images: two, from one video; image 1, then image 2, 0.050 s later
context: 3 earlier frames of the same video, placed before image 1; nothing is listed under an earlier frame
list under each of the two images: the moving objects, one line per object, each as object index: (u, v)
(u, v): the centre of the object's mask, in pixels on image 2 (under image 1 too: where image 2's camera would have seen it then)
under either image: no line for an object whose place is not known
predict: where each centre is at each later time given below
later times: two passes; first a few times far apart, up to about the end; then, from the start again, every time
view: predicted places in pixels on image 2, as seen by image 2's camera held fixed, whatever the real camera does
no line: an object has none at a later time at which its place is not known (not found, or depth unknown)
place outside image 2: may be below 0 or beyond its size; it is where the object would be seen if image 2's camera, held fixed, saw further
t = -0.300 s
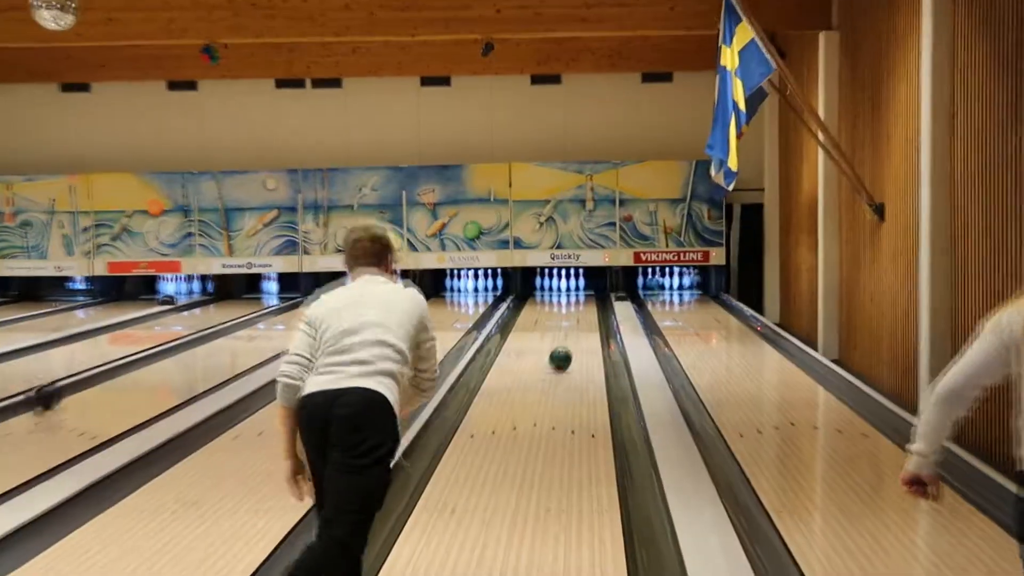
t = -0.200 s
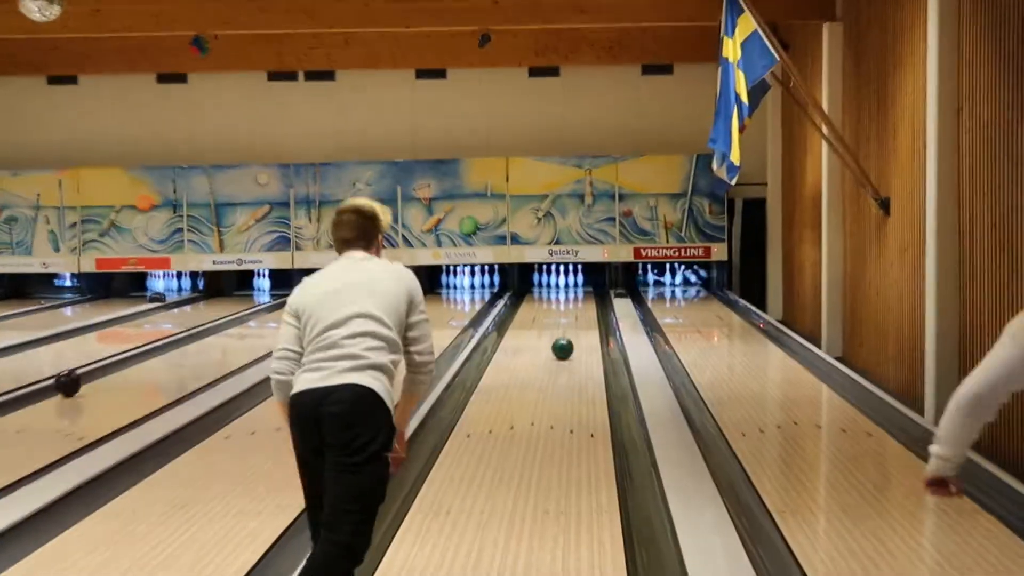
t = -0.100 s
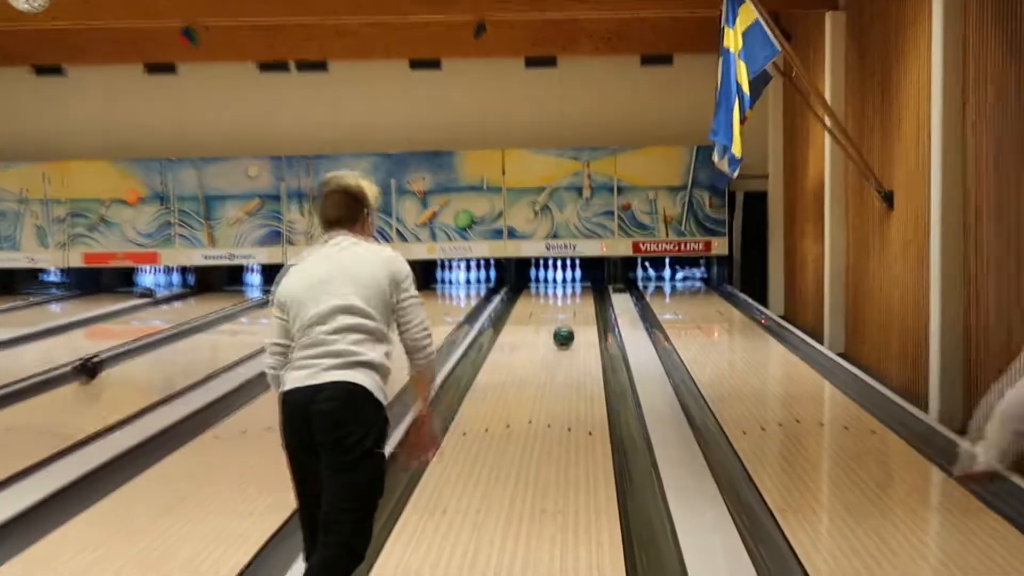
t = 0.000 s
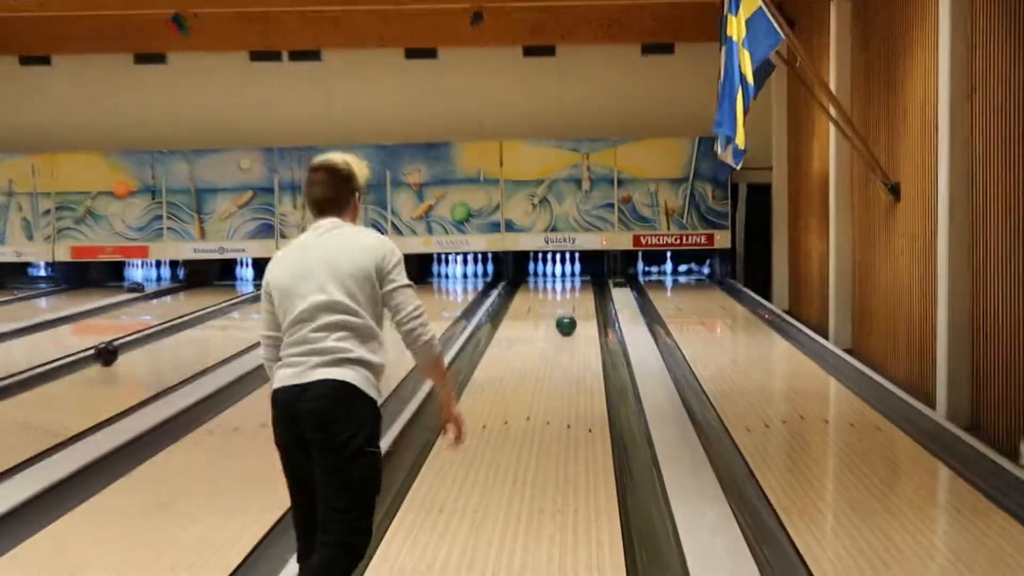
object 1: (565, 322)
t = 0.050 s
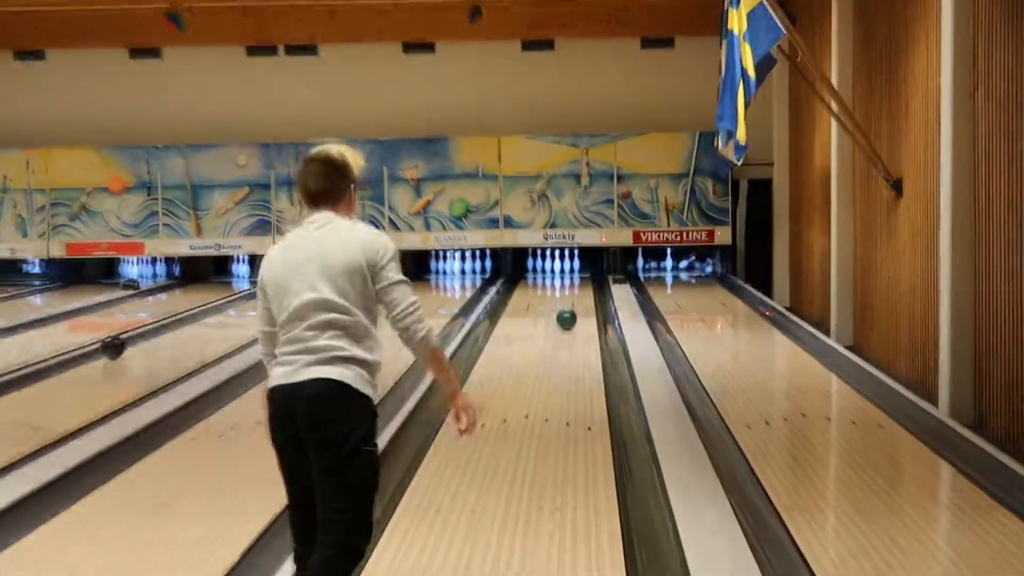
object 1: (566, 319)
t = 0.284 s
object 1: (572, 307)
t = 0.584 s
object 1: (579, 294)
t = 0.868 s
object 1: (581, 282)
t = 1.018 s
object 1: (581, 275)
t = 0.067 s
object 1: (568, 317)
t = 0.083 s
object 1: (568, 317)
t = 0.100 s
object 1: (568, 315)
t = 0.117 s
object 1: (568, 314)
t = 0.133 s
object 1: (569, 313)
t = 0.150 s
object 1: (570, 313)
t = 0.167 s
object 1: (569, 312)
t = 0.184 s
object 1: (571, 311)
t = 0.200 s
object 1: (570, 311)
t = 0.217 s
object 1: (571, 310)
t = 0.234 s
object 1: (572, 309)
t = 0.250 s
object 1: (572, 308)
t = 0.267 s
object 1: (572, 307)
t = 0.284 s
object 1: (572, 307)
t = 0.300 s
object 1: (573, 306)
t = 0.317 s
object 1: (573, 305)
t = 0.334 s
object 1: (573, 305)
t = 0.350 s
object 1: (574, 303)
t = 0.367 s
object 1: (574, 302)
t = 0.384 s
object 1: (575, 301)
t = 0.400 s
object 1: (575, 300)
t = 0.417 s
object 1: (575, 300)
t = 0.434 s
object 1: (576, 299)
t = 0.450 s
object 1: (576, 299)
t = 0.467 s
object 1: (577, 299)
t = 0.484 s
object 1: (577, 298)
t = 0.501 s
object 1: (577, 298)
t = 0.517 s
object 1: (577, 298)
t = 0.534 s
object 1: (577, 297)
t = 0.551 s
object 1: (578, 296)
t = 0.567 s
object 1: (578, 295)
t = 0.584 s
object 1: (579, 294)
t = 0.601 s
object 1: (579, 294)
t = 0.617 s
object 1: (579, 292)
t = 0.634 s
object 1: (579, 291)
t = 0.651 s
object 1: (579, 291)
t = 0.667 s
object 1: (580, 289)
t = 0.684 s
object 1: (580, 288)
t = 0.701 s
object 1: (580, 287)
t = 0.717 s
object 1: (580, 286)
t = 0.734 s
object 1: (580, 286)
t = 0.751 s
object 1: (580, 287)
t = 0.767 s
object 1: (580, 286)
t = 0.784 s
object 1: (581, 282)
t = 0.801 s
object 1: (581, 281)
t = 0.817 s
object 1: (582, 281)
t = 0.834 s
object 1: (581, 282)
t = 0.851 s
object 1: (580, 281)
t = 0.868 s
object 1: (581, 282)
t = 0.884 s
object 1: (580, 280)
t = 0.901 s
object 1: (581, 280)
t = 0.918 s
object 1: (581, 279)
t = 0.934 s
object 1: (581, 279)
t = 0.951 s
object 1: (581, 277)
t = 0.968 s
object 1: (581, 277)
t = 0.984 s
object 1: (581, 276)
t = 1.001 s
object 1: (581, 276)
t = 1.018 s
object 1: (581, 275)
